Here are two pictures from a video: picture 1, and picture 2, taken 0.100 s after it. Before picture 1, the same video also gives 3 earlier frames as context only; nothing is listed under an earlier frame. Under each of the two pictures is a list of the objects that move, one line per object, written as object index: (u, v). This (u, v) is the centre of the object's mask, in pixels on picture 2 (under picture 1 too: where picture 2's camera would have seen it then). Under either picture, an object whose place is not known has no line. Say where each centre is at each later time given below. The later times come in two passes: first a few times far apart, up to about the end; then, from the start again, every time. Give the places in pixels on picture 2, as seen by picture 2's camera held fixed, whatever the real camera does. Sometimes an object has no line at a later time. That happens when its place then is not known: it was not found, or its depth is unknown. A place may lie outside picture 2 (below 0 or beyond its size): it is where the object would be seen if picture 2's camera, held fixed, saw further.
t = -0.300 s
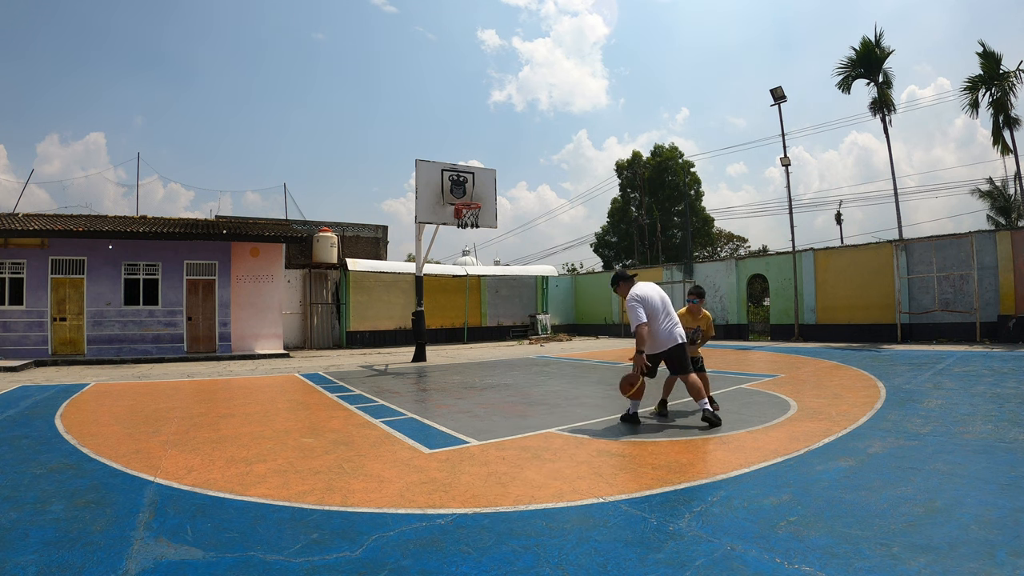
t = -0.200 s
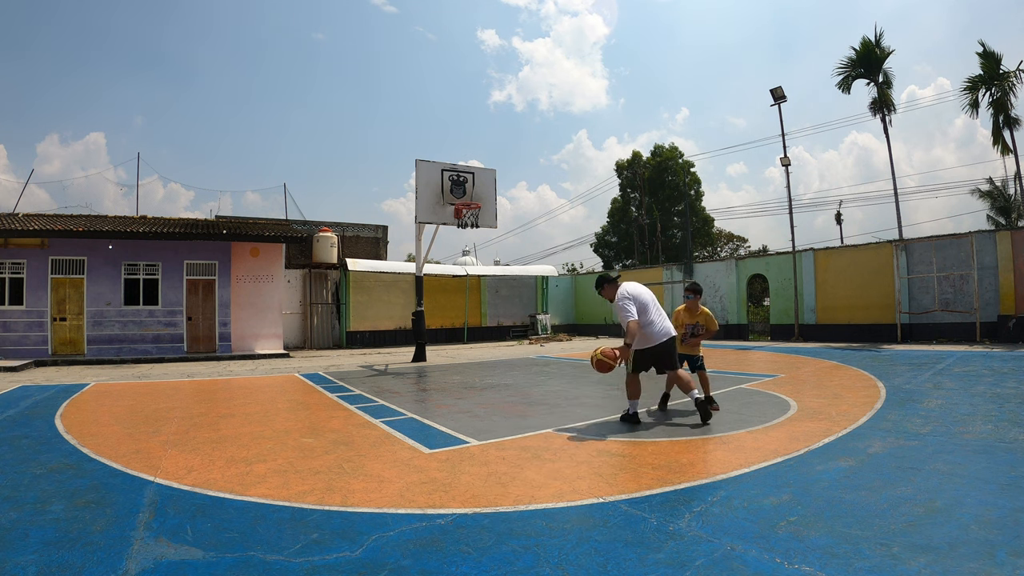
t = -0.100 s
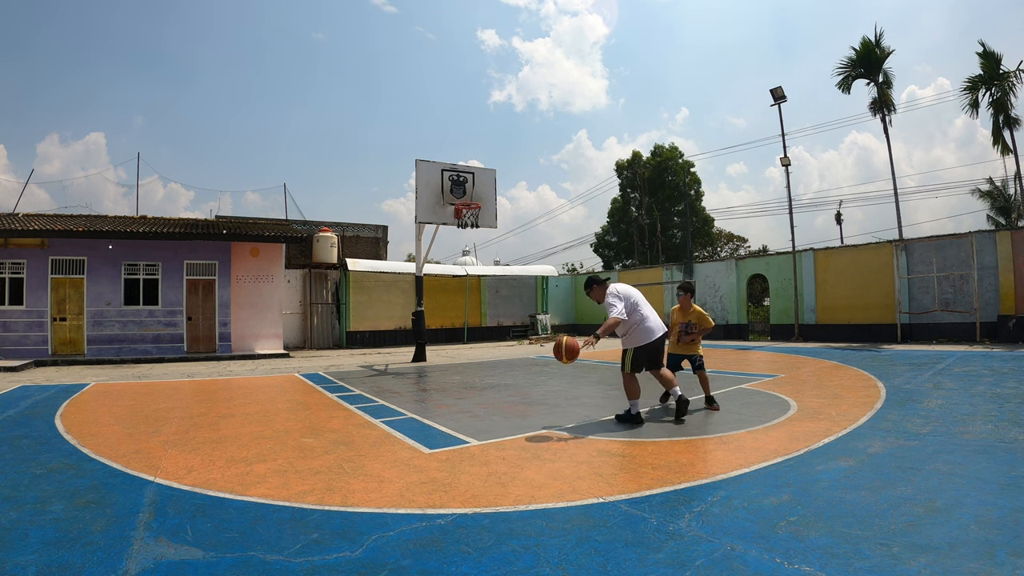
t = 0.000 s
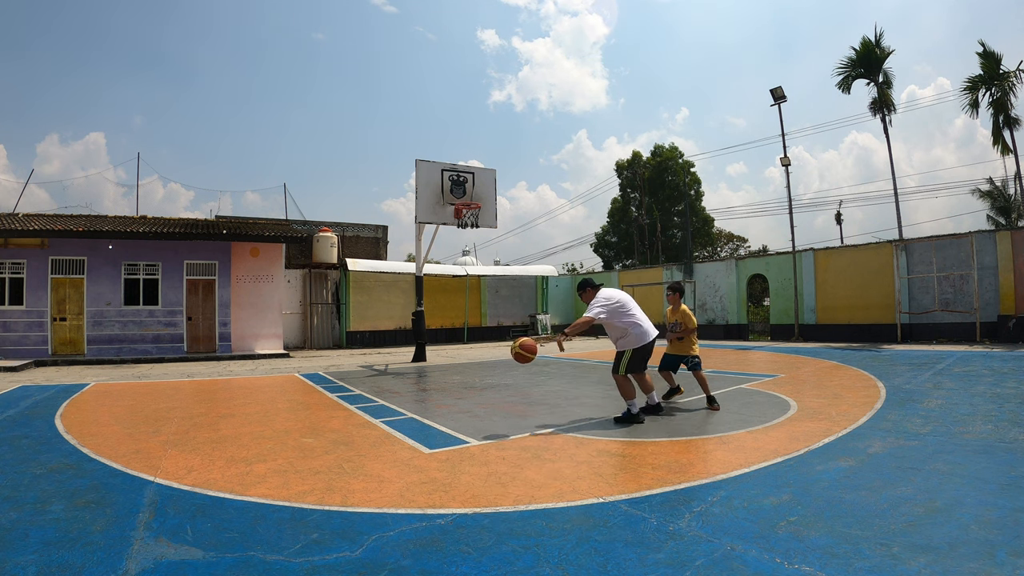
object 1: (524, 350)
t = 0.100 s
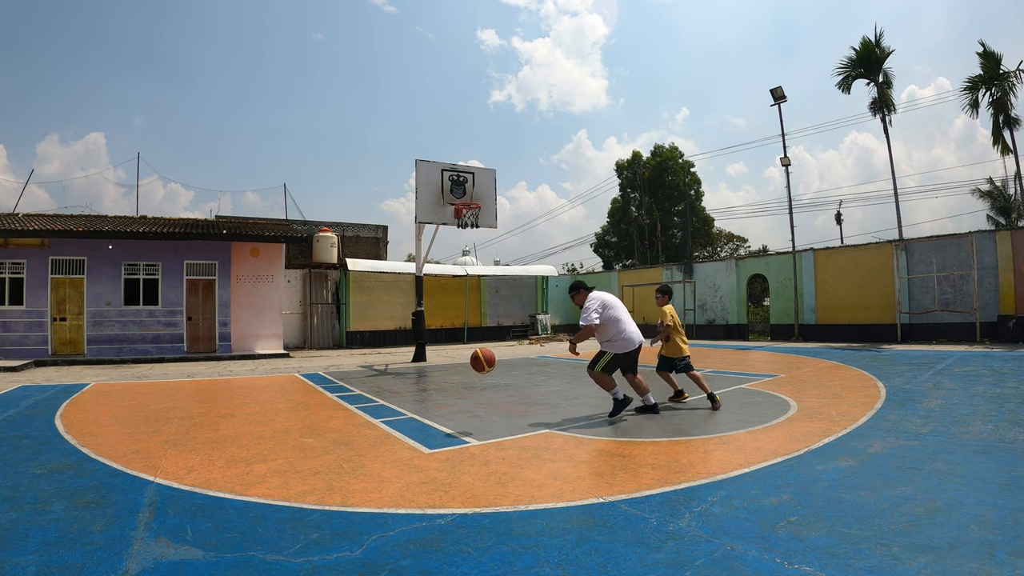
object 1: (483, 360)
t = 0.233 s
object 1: (432, 389)
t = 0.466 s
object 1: (360, 380)
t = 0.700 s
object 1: (300, 366)
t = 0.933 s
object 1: (247, 403)
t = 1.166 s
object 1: (194, 373)
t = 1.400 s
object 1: (148, 375)
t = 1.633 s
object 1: (109, 391)
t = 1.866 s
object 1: (72, 370)
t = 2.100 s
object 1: (42, 391)
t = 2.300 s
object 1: (16, 374)
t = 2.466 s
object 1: (2, 373)
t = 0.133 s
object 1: (470, 366)
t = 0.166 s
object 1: (457, 373)
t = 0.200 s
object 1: (445, 380)
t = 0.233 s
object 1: (432, 389)
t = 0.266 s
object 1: (420, 398)
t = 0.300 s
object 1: (409, 408)
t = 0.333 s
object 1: (399, 412)
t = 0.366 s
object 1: (389, 402)
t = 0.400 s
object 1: (379, 394)
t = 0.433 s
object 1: (370, 386)
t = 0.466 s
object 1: (360, 380)
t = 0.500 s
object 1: (352, 375)
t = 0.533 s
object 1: (343, 371)
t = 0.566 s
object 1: (334, 368)
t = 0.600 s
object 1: (325, 366)
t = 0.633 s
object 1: (316, 364)
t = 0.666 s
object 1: (308, 365)
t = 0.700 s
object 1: (300, 366)
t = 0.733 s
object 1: (292, 368)
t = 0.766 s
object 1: (284, 372)
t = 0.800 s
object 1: (276, 376)
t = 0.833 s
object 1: (268, 381)
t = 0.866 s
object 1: (261, 387)
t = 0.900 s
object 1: (254, 394)
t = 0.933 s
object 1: (247, 403)
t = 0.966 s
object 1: (240, 411)
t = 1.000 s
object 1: (232, 403)
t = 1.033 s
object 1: (224, 394)
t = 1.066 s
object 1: (216, 388)
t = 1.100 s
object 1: (209, 382)
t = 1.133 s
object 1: (202, 377)
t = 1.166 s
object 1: (194, 373)
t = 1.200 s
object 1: (187, 370)
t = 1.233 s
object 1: (180, 369)
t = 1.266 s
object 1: (174, 368)
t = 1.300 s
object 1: (167, 368)
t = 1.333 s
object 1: (161, 369)
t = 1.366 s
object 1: (155, 372)
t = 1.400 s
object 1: (148, 375)
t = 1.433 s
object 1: (142, 379)
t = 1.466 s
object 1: (137, 383)
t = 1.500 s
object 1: (131, 389)
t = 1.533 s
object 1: (126, 396)
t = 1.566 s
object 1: (120, 404)
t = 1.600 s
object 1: (114, 397)
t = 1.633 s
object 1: (109, 391)
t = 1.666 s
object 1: (103, 384)
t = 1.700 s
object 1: (97, 380)
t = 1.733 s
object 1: (92, 376)
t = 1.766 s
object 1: (87, 373)
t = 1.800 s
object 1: (81, 371)
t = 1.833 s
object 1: (77, 370)
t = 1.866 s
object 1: (72, 370)
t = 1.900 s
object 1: (67, 370)
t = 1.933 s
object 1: (62, 371)
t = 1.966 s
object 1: (58, 374)
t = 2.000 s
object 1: (54, 377)
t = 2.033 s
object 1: (50, 381)
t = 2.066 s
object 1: (45, 386)
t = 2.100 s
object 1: (42, 391)
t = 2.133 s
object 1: (38, 397)
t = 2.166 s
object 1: (33, 390)
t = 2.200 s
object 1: (28, 385)
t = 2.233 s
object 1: (24, 380)
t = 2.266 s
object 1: (20, 377)
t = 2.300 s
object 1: (16, 374)
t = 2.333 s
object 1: (11, 373)
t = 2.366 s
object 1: (8, 371)
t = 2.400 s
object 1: (5, 371)
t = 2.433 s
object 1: (3, 372)
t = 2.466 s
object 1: (2, 373)
